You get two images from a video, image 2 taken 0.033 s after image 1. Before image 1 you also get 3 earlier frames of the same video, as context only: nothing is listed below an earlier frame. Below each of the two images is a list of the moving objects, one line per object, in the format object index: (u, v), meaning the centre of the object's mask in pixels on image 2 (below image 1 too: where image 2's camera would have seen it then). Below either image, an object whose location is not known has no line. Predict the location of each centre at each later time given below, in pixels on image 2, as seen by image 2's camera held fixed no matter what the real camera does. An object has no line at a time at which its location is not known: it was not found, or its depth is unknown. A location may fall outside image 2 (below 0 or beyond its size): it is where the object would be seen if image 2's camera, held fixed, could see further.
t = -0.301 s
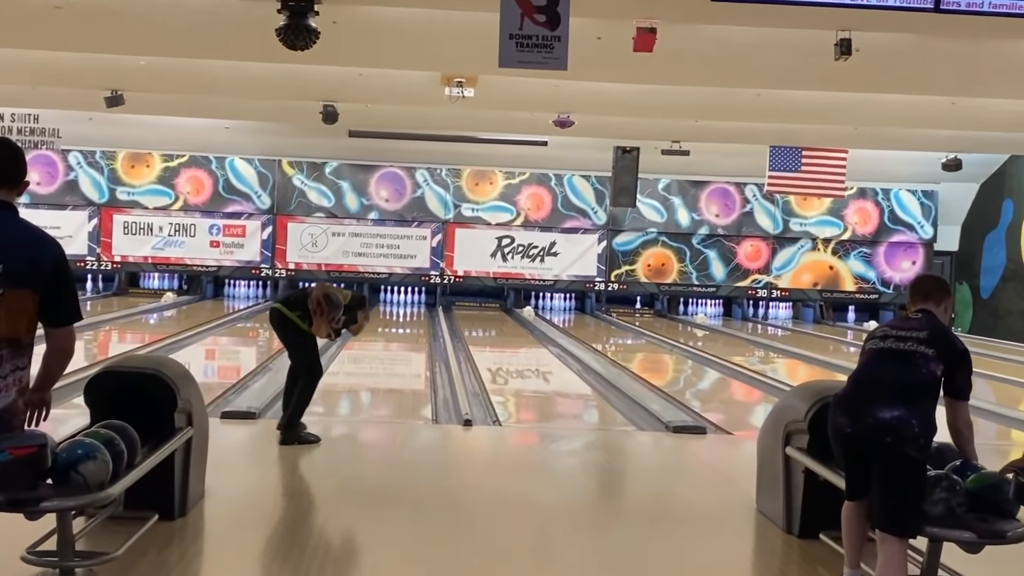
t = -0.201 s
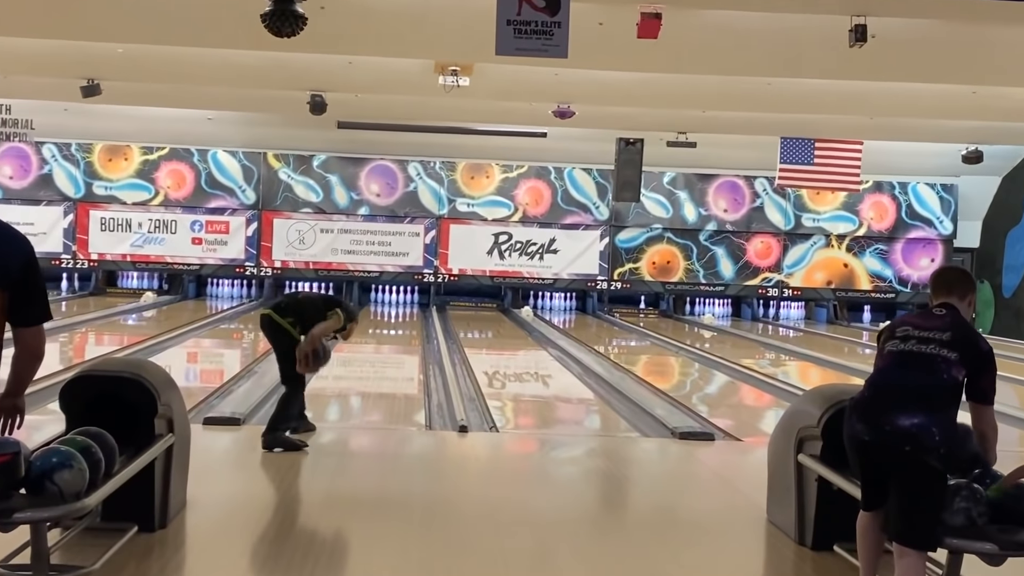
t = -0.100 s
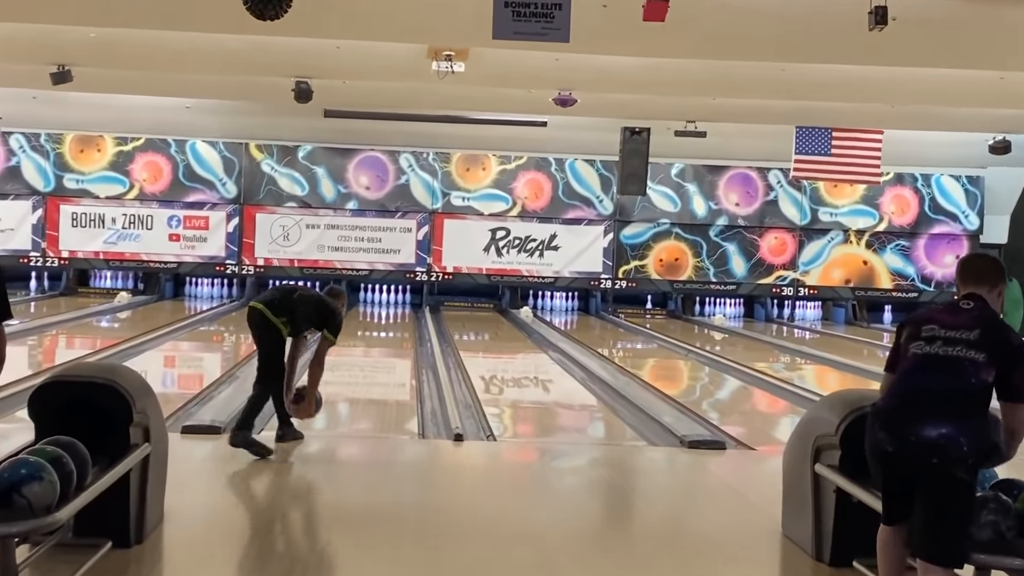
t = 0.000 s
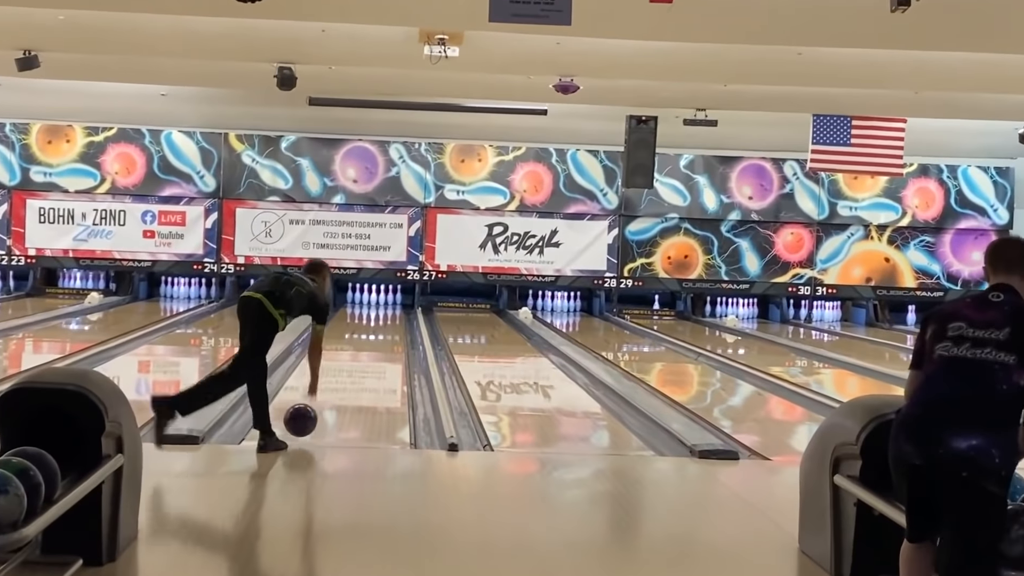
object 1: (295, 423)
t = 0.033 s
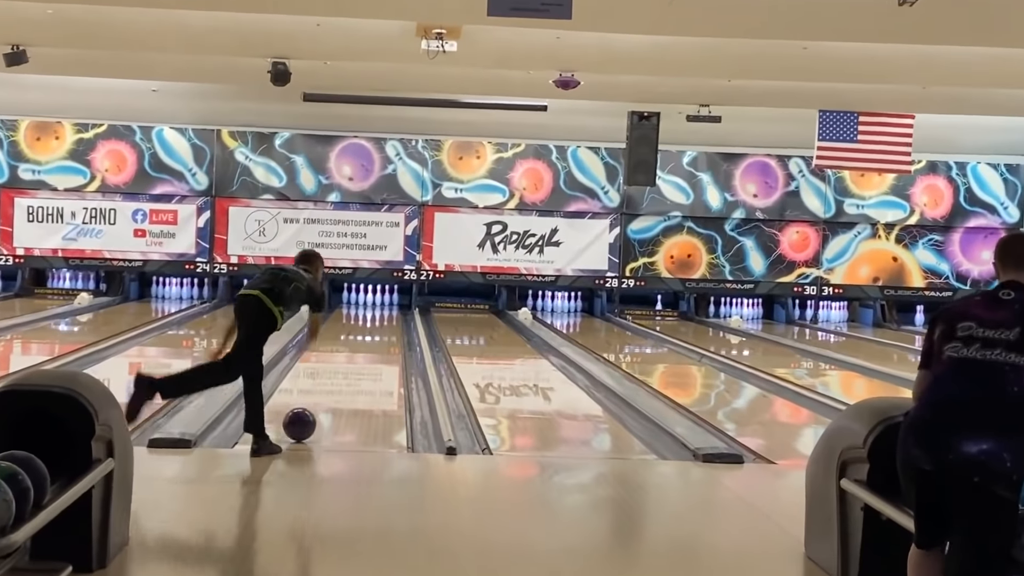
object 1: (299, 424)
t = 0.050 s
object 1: (301, 421)
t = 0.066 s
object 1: (303, 418)
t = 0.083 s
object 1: (305, 416)
